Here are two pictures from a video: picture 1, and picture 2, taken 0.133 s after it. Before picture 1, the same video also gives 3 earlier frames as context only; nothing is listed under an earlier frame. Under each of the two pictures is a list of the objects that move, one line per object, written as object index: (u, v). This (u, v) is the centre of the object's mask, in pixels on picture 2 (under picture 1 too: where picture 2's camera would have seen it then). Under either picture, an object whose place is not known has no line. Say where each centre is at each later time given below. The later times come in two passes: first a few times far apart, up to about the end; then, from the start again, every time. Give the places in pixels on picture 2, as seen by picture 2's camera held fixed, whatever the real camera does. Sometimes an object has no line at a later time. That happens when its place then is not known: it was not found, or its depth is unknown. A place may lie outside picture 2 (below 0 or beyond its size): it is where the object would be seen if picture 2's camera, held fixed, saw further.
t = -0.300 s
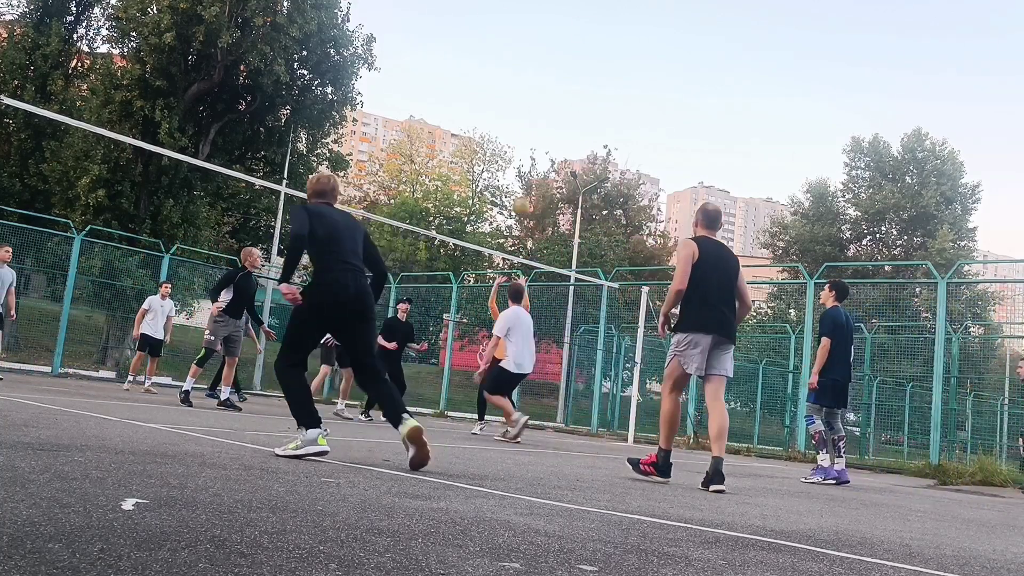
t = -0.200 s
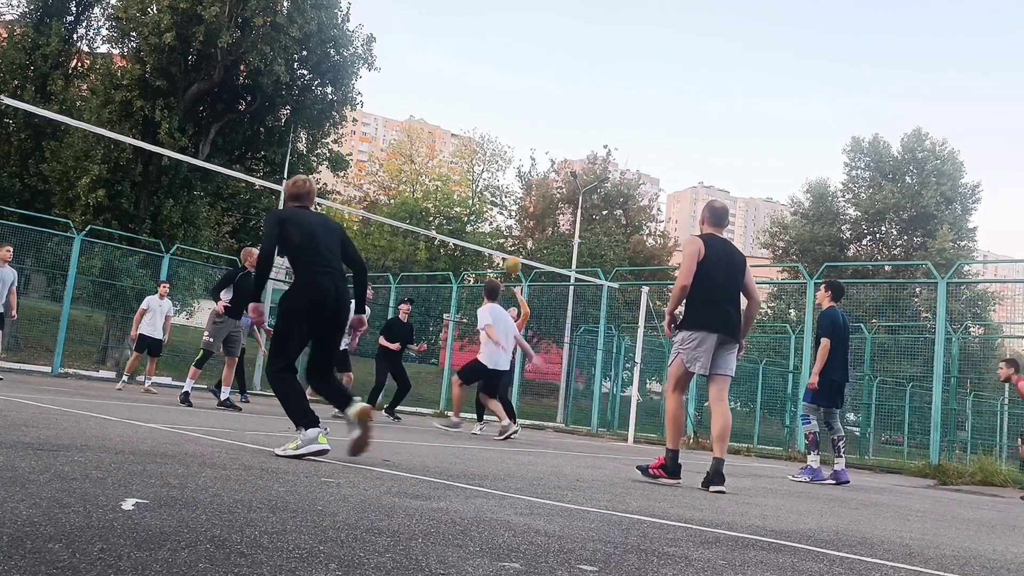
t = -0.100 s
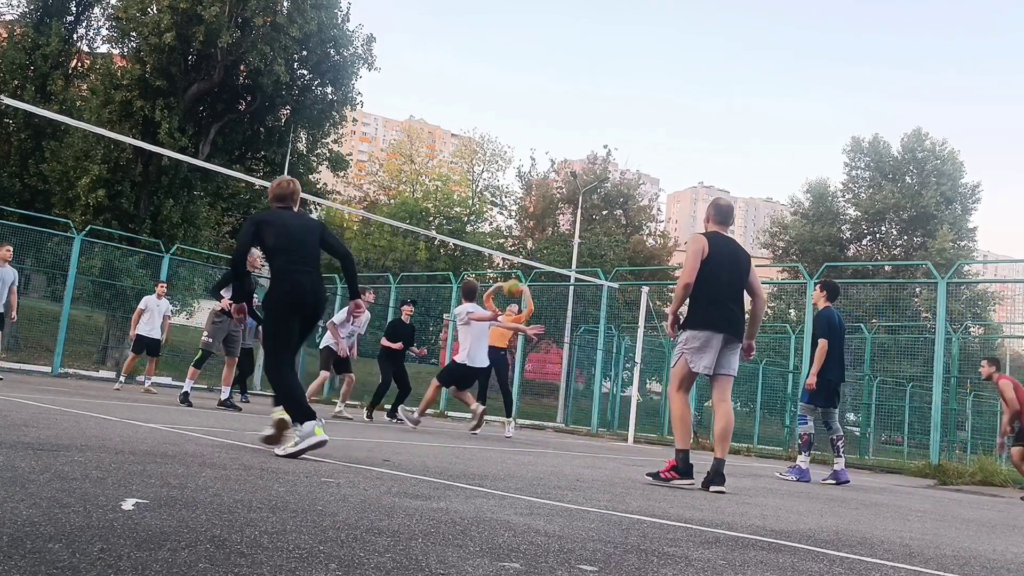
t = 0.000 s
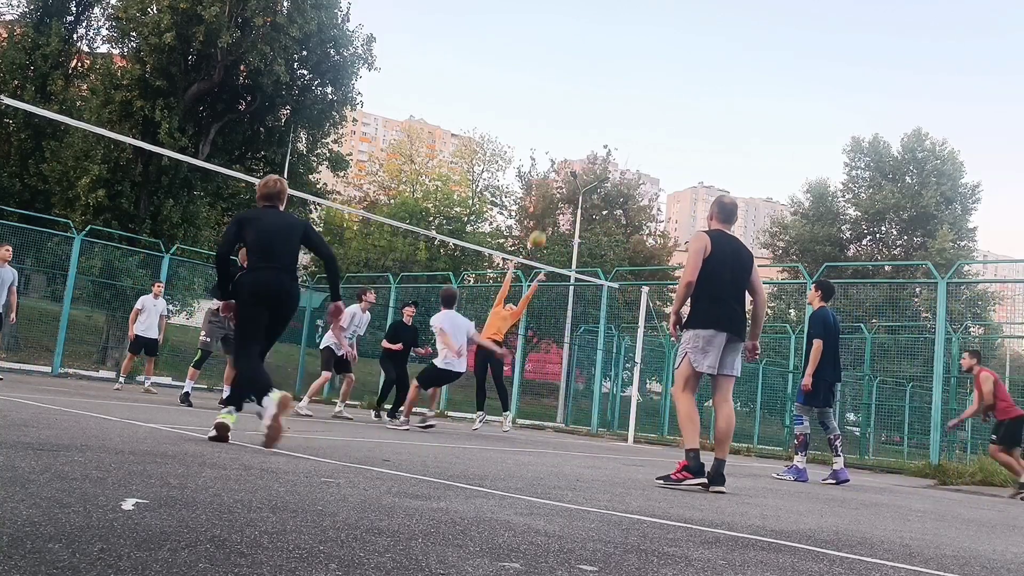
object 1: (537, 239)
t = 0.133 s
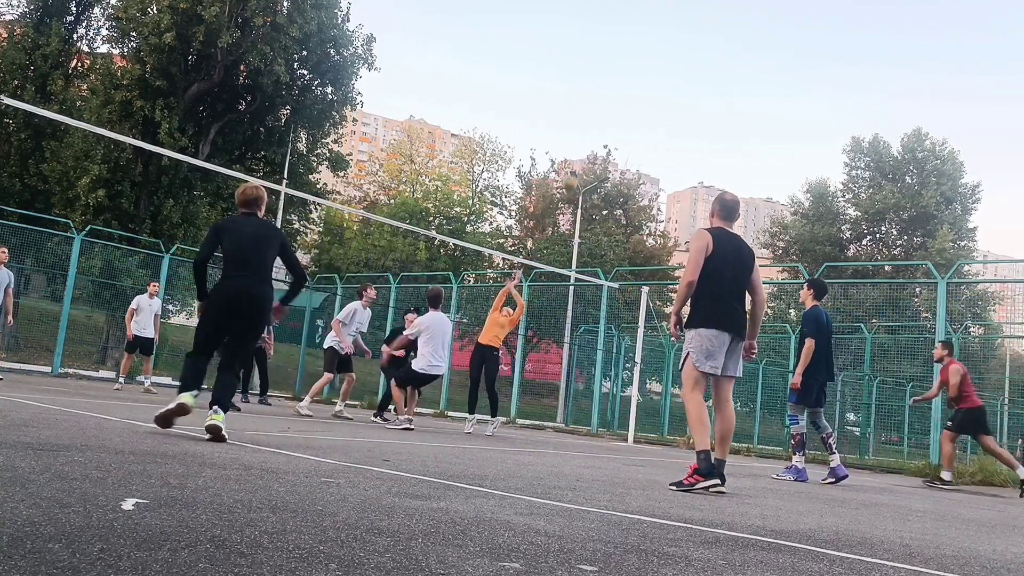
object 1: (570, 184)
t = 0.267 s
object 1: (598, 142)
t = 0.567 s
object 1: (654, 102)
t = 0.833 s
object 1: (697, 122)
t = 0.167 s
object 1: (576, 171)
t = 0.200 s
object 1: (583, 161)
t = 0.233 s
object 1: (590, 151)
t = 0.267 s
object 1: (598, 142)
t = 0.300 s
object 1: (604, 134)
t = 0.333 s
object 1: (611, 127)
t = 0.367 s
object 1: (617, 121)
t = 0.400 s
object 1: (624, 116)
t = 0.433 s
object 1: (630, 111)
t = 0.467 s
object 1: (636, 108)
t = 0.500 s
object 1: (642, 105)
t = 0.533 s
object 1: (648, 103)
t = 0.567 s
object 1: (654, 102)
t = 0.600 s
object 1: (660, 102)
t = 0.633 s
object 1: (665, 103)
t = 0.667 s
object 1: (671, 104)
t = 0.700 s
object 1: (676, 106)
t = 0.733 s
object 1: (682, 109)
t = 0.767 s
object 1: (687, 112)
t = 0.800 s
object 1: (692, 117)
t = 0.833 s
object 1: (697, 122)
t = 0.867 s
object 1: (702, 128)
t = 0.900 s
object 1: (707, 134)
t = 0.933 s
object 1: (711, 141)
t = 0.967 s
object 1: (716, 149)
